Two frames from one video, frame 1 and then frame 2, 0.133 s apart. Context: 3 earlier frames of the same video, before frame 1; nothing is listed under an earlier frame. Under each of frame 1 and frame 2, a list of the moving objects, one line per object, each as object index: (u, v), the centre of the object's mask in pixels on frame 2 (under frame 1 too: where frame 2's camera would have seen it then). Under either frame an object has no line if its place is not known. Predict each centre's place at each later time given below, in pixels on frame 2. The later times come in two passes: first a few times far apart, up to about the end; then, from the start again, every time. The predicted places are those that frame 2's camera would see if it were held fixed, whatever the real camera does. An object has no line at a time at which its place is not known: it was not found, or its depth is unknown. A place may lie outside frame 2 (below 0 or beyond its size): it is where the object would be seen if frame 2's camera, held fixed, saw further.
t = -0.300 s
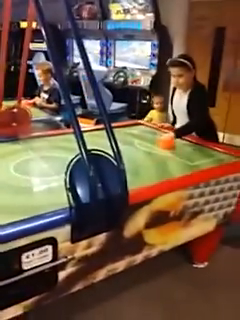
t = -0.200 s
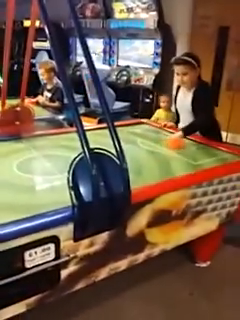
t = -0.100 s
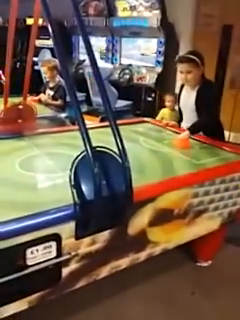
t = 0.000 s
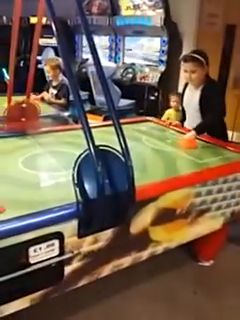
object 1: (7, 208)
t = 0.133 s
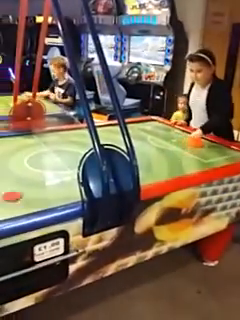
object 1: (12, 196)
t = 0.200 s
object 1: (17, 191)
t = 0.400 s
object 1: (32, 178)
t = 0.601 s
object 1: (44, 166)
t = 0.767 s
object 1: (52, 158)
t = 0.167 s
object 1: (15, 194)
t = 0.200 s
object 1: (17, 191)
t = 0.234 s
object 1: (20, 188)
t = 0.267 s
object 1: (23, 185)
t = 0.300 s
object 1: (25, 184)
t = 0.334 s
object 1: (28, 182)
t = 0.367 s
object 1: (30, 180)
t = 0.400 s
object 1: (32, 178)
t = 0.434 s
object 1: (34, 175)
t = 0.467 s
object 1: (36, 173)
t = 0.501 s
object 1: (37, 171)
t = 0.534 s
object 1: (40, 169)
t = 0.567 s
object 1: (43, 168)
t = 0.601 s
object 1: (44, 166)
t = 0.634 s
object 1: (45, 165)
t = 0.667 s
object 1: (47, 163)
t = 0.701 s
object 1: (49, 161)
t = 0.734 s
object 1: (51, 159)
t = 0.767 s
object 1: (52, 158)
